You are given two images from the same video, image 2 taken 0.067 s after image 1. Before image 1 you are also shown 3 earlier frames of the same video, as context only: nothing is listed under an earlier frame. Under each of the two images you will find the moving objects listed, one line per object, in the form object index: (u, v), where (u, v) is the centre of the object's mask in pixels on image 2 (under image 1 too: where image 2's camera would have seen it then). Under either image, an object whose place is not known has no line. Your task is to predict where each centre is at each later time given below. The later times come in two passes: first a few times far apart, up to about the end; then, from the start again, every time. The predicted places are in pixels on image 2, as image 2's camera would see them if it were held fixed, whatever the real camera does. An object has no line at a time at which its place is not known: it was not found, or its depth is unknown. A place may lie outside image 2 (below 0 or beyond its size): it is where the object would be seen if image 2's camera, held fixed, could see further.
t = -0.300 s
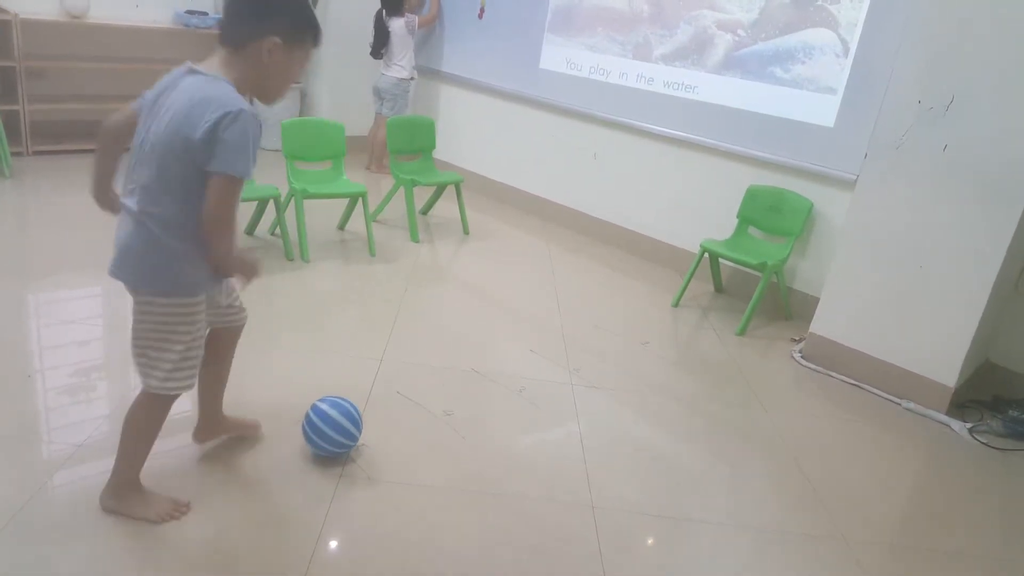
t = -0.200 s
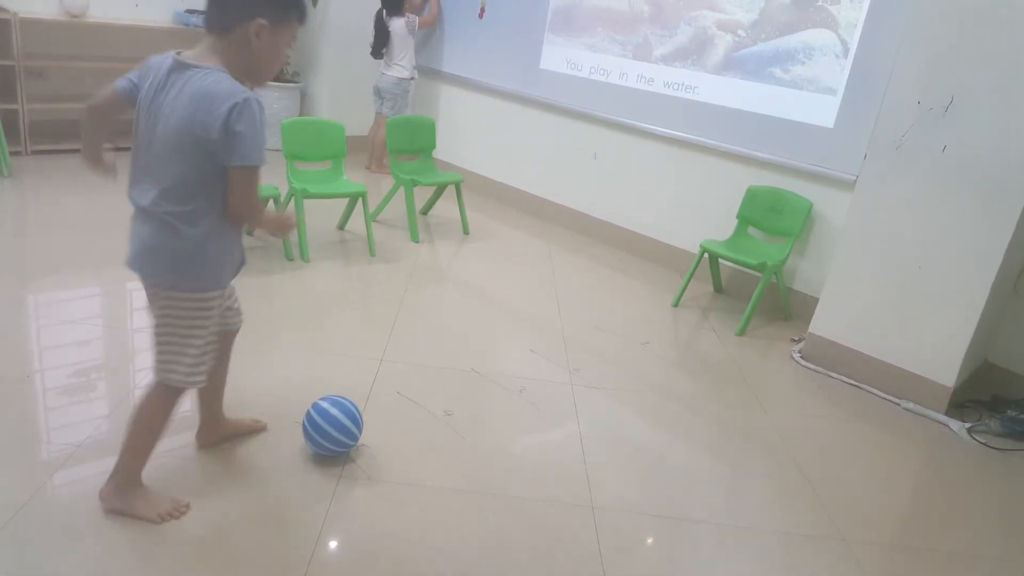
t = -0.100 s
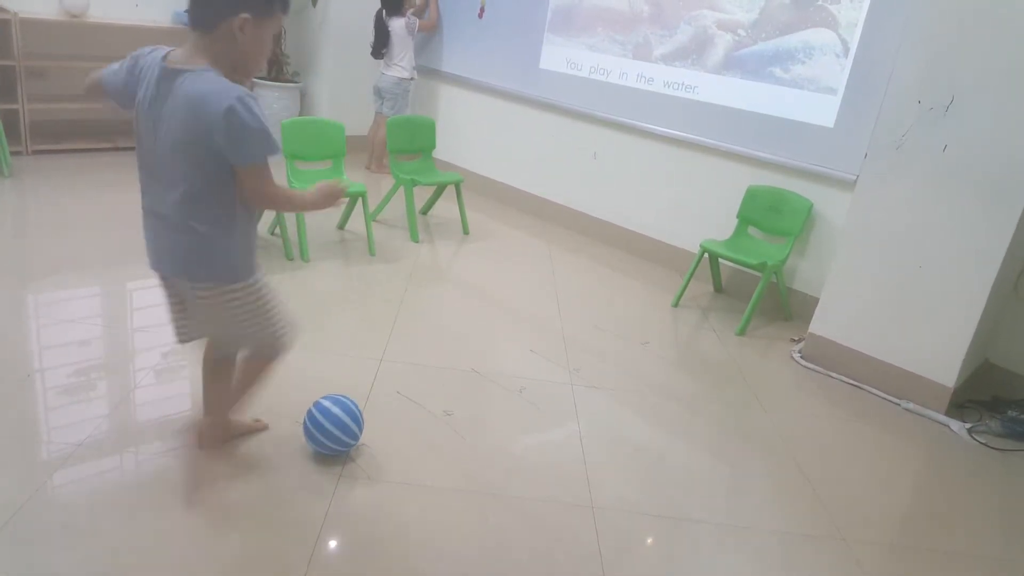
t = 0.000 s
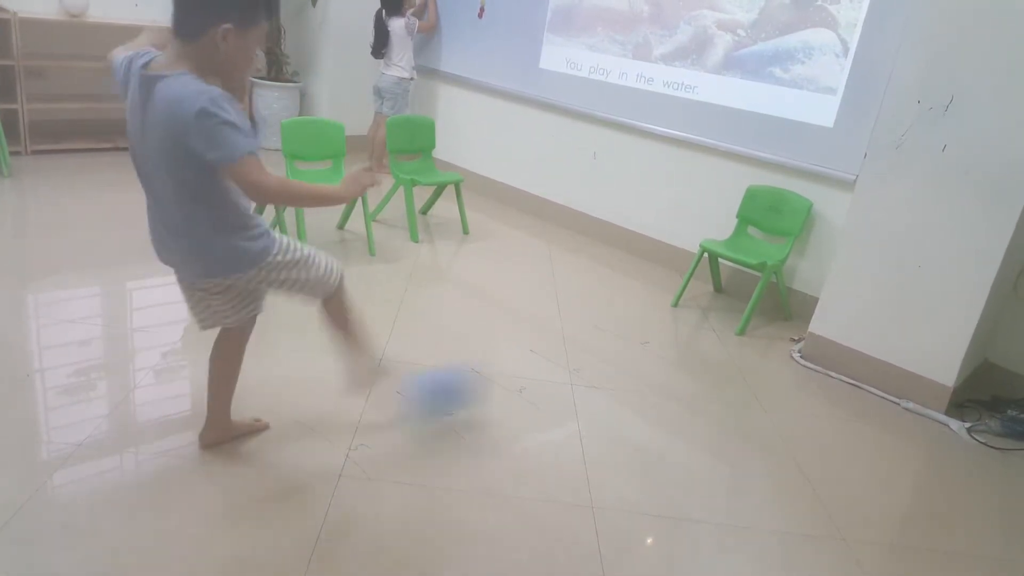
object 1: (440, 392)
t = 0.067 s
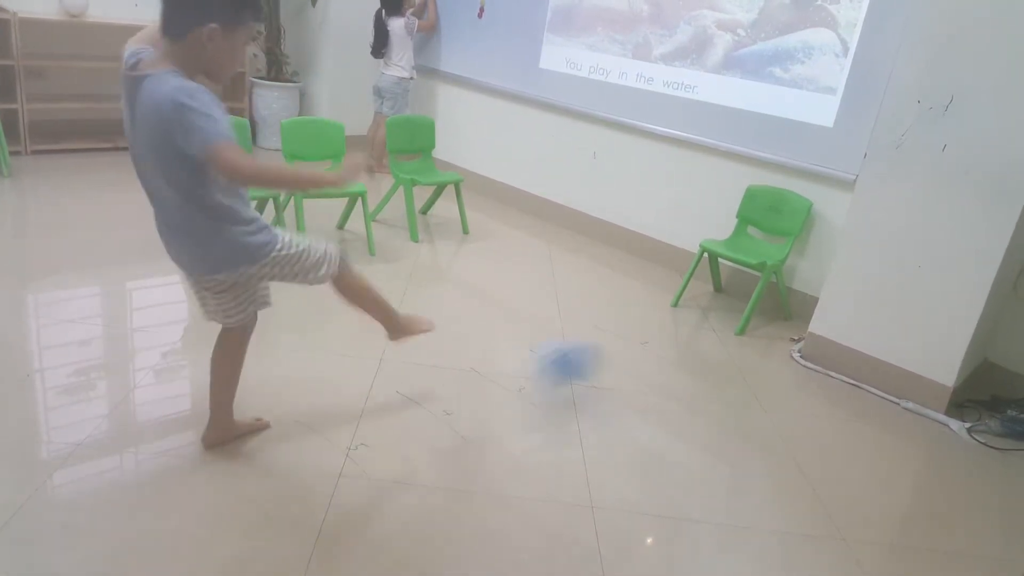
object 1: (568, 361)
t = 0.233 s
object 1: (767, 320)
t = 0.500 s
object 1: (745, 344)
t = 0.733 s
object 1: (658, 401)
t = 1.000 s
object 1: (564, 488)
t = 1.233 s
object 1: (456, 554)
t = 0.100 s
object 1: (617, 354)
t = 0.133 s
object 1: (661, 351)
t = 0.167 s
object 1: (699, 345)
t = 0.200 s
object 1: (736, 329)
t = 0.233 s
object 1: (767, 320)
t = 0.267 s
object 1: (793, 312)
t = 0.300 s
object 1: (804, 305)
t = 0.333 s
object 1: (804, 301)
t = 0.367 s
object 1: (796, 303)
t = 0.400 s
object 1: (786, 308)
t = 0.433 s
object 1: (774, 316)
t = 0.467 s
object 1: (761, 328)
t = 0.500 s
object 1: (745, 344)
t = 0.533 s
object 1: (728, 362)
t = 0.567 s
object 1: (719, 361)
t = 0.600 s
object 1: (710, 362)
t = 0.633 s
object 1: (699, 366)
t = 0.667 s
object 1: (687, 374)
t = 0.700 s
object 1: (673, 385)
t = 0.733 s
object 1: (658, 401)
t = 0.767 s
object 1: (640, 422)
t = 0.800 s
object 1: (631, 424)
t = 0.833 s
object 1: (624, 424)
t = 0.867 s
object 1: (616, 428)
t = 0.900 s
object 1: (606, 435)
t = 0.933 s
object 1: (595, 447)
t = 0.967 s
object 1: (581, 464)
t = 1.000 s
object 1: (564, 488)
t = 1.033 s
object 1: (552, 487)
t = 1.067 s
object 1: (540, 489)
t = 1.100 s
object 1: (526, 494)
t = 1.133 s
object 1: (512, 504)
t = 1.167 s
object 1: (496, 519)
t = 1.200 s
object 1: (476, 539)
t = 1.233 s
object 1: (456, 554)
